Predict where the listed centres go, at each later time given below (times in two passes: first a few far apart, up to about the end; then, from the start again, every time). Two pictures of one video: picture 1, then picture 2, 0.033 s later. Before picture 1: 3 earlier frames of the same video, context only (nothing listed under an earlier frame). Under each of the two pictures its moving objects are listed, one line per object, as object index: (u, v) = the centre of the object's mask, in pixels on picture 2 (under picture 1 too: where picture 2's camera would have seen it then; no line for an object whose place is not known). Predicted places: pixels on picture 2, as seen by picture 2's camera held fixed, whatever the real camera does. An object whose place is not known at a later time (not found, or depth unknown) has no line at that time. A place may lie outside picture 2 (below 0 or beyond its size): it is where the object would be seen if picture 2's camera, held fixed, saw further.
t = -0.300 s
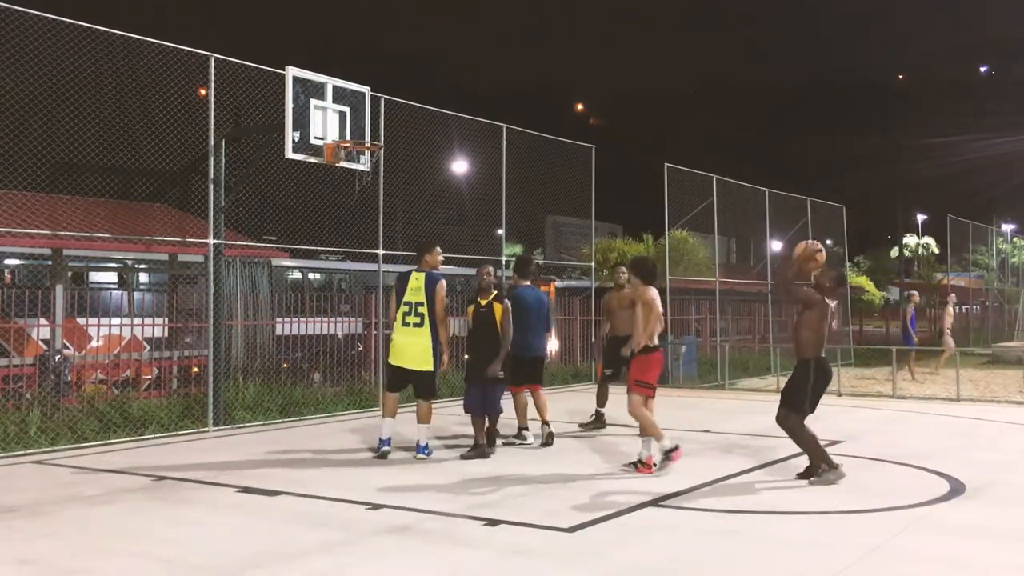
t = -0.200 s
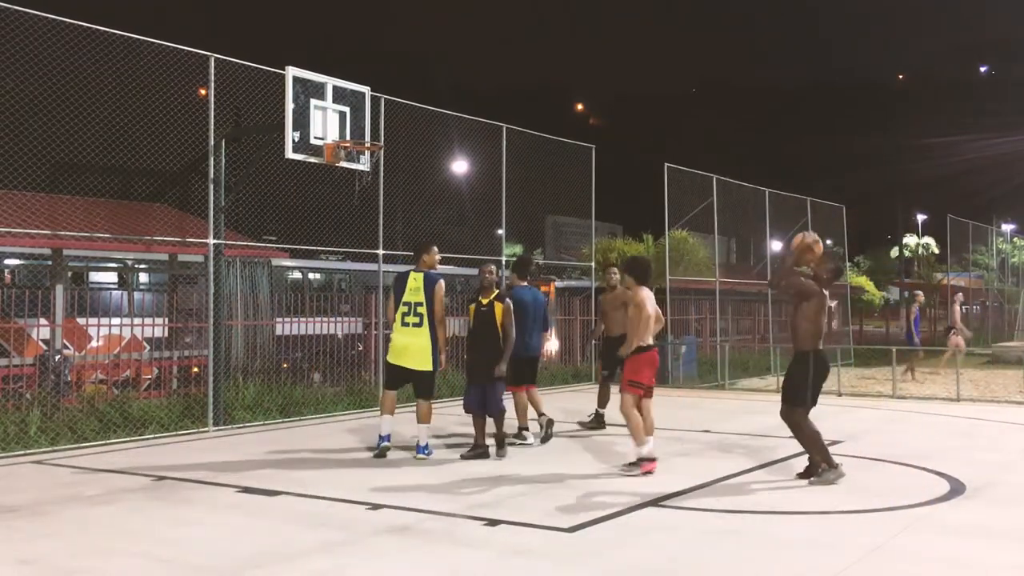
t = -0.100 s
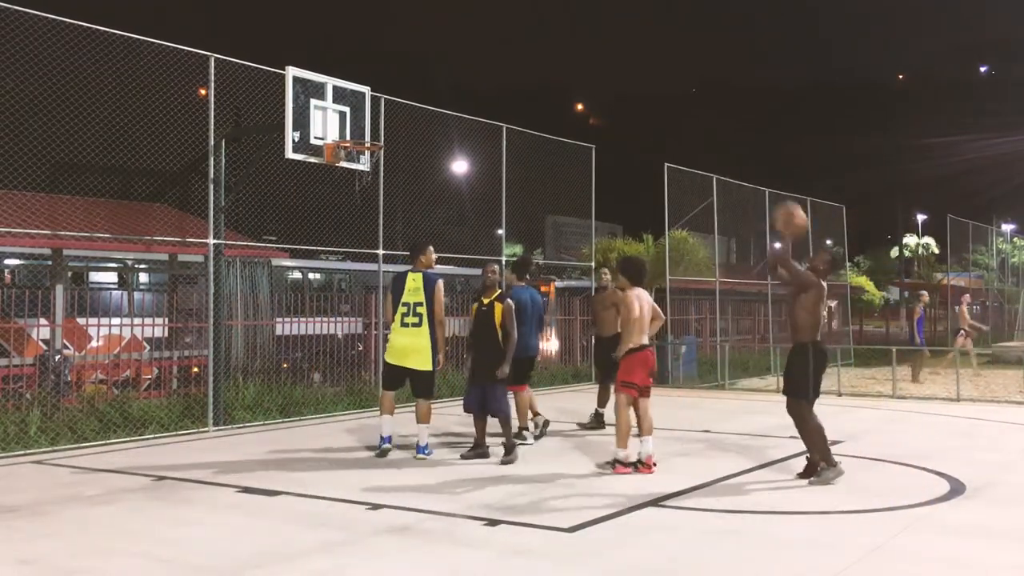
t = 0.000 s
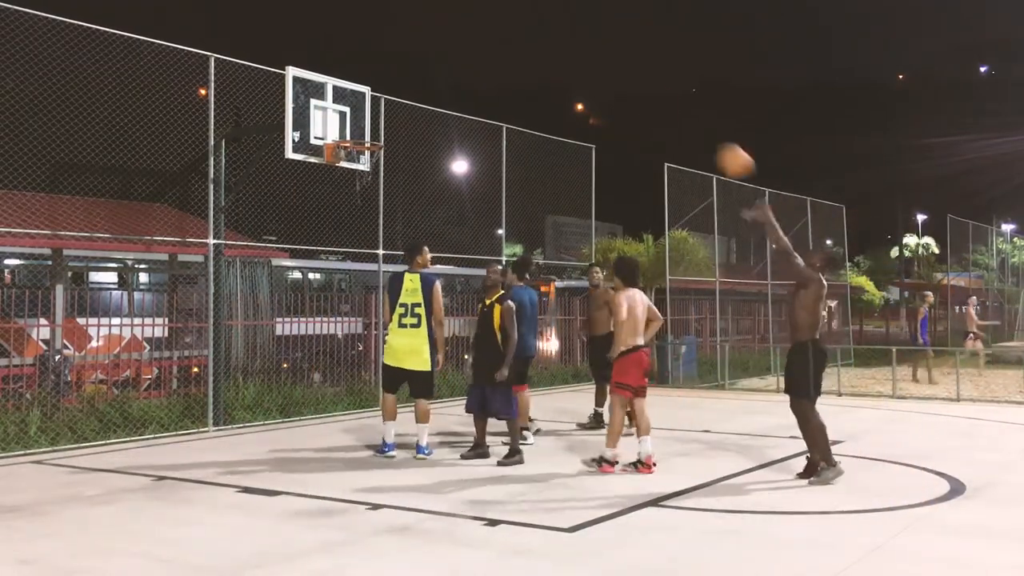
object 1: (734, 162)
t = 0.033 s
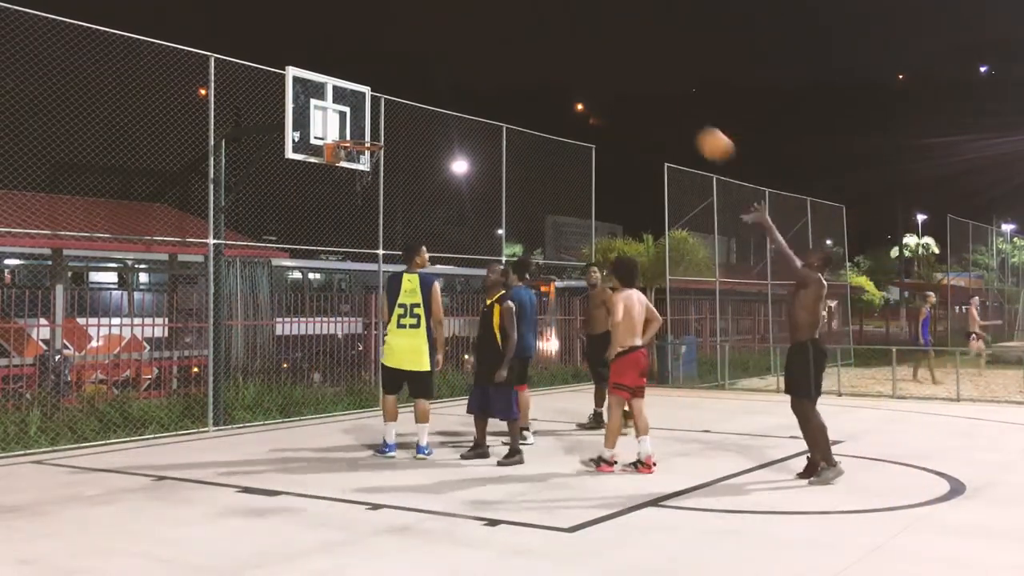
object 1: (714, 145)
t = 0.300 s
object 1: (569, 67)
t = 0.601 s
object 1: (430, 79)
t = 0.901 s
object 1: (347, 130)
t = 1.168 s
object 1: (384, 114)
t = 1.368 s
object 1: (417, 140)
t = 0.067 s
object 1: (695, 130)
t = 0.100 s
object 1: (676, 116)
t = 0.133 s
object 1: (657, 104)
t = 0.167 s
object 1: (639, 94)
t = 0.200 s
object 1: (621, 85)
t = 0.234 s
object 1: (603, 78)
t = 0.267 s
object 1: (586, 72)
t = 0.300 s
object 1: (569, 67)
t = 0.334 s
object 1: (553, 64)
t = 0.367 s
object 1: (536, 61)
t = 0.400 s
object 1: (520, 60)
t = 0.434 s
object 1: (505, 61)
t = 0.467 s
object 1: (489, 62)
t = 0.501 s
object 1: (474, 65)
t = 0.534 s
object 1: (460, 68)
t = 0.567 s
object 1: (445, 73)
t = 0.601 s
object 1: (430, 79)
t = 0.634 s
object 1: (416, 86)
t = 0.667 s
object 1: (404, 92)
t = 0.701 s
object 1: (389, 102)
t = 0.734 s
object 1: (377, 112)
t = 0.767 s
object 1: (363, 122)
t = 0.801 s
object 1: (350, 132)
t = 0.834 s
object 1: (347, 134)
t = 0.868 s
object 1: (345, 134)
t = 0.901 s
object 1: (347, 130)
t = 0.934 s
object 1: (349, 126)
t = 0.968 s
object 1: (352, 121)
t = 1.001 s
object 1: (354, 119)
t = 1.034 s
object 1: (360, 116)
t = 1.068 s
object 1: (365, 114)
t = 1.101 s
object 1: (372, 113)
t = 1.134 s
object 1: (379, 112)
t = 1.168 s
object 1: (384, 114)
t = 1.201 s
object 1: (390, 116)
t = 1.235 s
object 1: (395, 118)
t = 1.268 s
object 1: (401, 122)
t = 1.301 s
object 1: (407, 127)
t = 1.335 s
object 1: (412, 133)
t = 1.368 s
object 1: (417, 140)
